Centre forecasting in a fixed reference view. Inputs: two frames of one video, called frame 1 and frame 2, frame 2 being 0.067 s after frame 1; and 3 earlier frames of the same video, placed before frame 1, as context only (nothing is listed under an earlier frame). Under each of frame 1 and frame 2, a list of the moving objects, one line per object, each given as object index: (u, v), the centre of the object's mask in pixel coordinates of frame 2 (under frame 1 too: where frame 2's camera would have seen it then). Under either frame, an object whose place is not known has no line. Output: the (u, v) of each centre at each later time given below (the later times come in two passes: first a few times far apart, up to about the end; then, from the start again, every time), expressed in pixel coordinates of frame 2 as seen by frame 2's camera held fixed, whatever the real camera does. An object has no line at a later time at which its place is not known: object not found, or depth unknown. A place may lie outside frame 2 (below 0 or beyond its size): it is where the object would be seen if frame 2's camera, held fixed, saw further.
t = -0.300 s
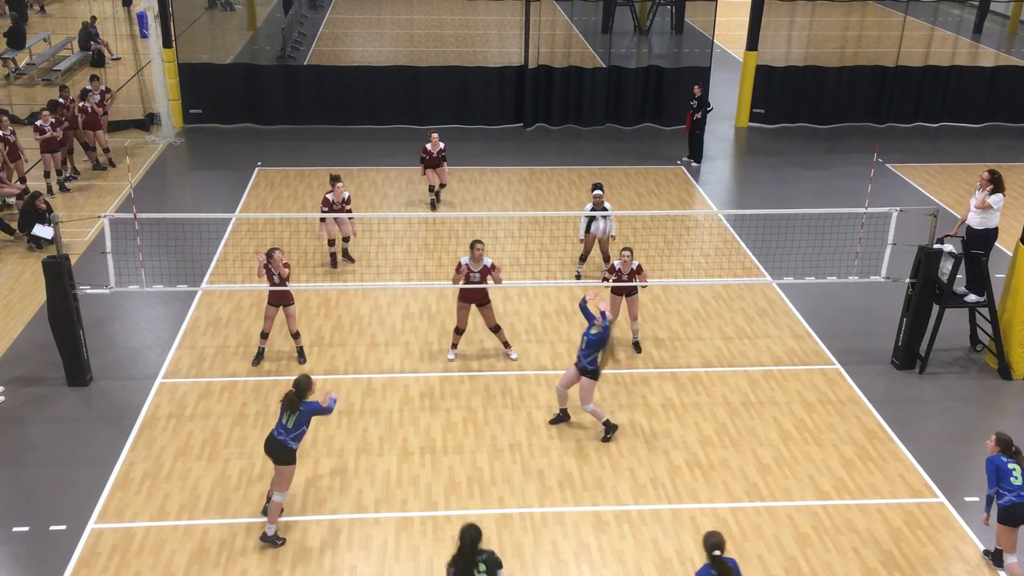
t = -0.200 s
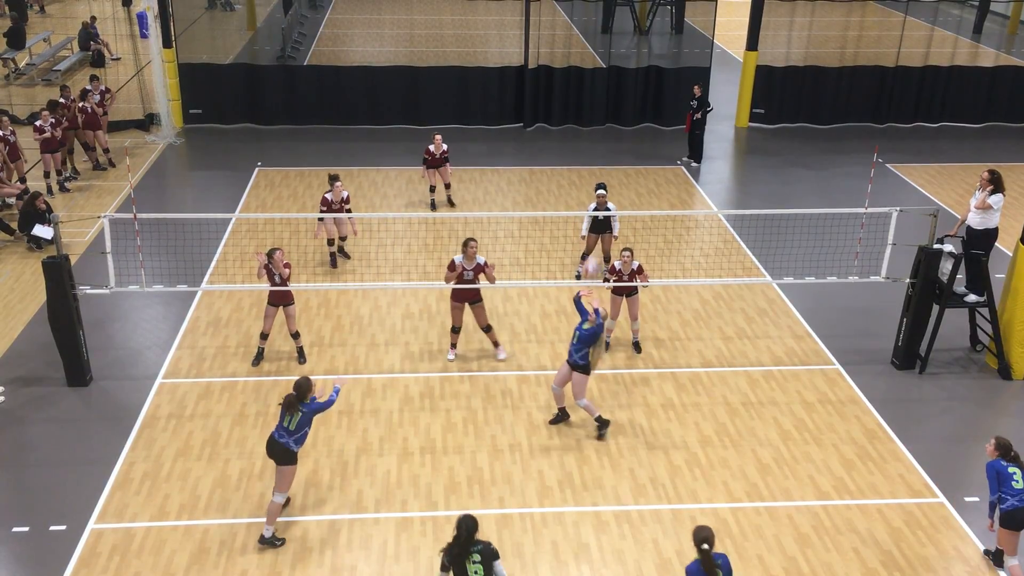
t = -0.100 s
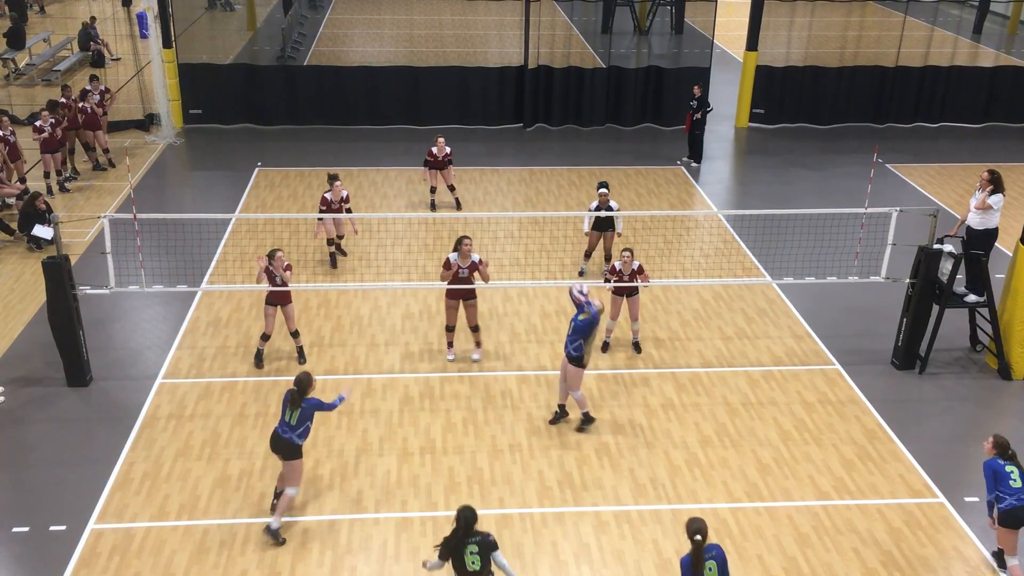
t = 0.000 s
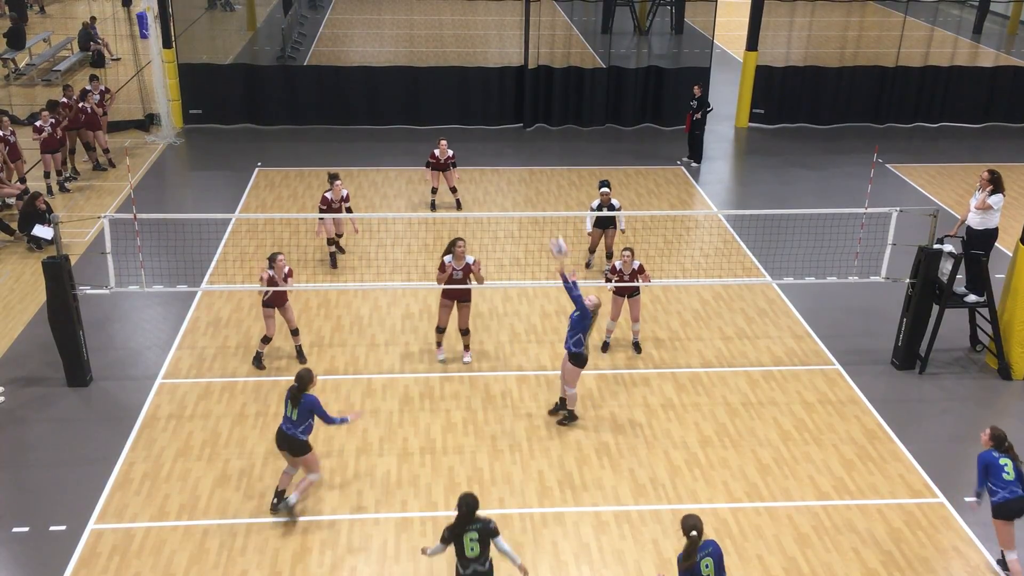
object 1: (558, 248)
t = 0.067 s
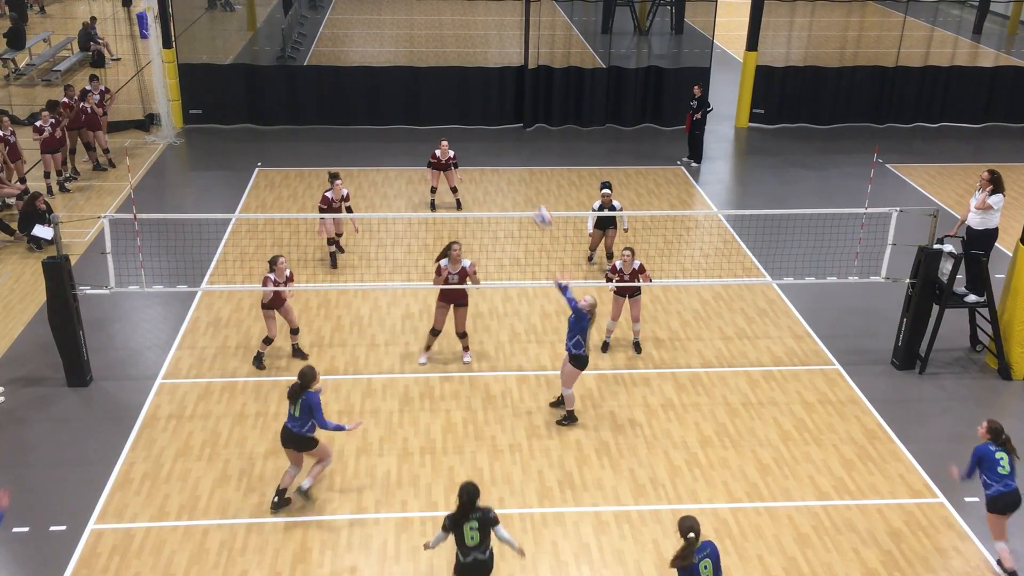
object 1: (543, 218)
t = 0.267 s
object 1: (493, 147)
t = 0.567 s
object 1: (418, 103)
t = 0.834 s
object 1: (354, 131)
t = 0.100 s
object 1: (534, 203)
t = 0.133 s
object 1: (526, 190)
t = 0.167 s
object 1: (518, 177)
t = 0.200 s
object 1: (509, 165)
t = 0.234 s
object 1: (502, 156)
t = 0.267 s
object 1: (493, 147)
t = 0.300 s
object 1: (485, 138)
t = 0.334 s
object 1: (476, 130)
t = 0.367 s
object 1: (468, 123)
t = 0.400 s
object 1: (460, 117)
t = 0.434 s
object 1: (451, 113)
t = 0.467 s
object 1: (443, 109)
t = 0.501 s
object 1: (434, 106)
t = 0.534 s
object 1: (426, 104)
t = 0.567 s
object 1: (418, 103)
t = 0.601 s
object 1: (410, 104)
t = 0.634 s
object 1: (402, 105)
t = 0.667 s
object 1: (393, 107)
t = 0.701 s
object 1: (385, 110)
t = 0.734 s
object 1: (378, 114)
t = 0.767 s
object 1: (370, 119)
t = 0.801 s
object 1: (362, 125)
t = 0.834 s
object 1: (354, 131)
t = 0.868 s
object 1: (347, 139)
